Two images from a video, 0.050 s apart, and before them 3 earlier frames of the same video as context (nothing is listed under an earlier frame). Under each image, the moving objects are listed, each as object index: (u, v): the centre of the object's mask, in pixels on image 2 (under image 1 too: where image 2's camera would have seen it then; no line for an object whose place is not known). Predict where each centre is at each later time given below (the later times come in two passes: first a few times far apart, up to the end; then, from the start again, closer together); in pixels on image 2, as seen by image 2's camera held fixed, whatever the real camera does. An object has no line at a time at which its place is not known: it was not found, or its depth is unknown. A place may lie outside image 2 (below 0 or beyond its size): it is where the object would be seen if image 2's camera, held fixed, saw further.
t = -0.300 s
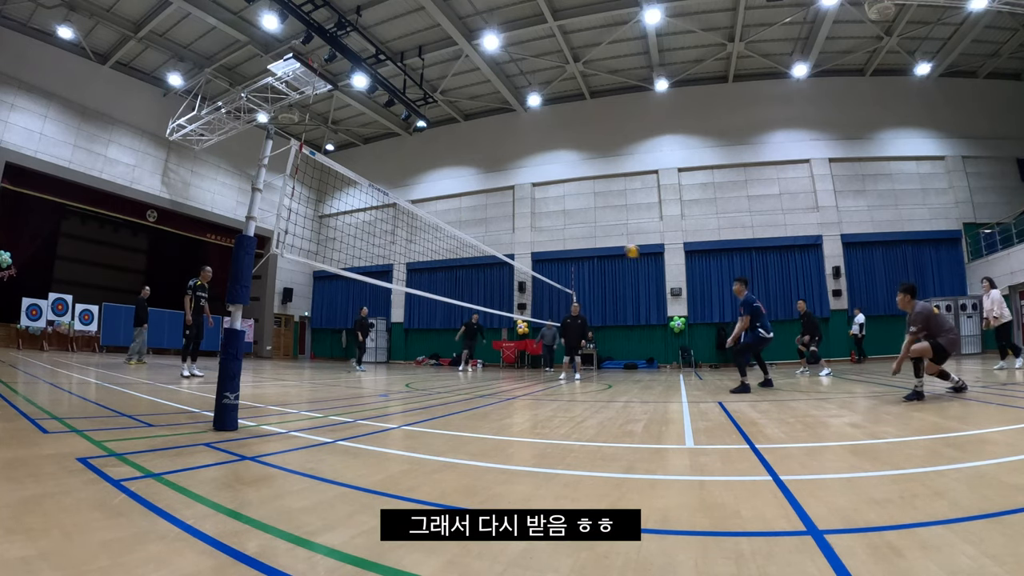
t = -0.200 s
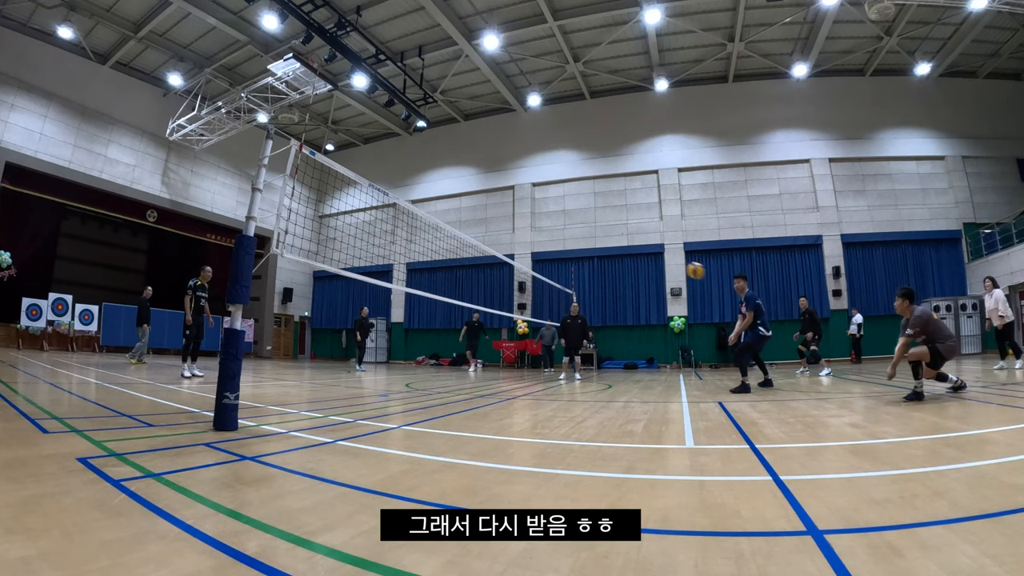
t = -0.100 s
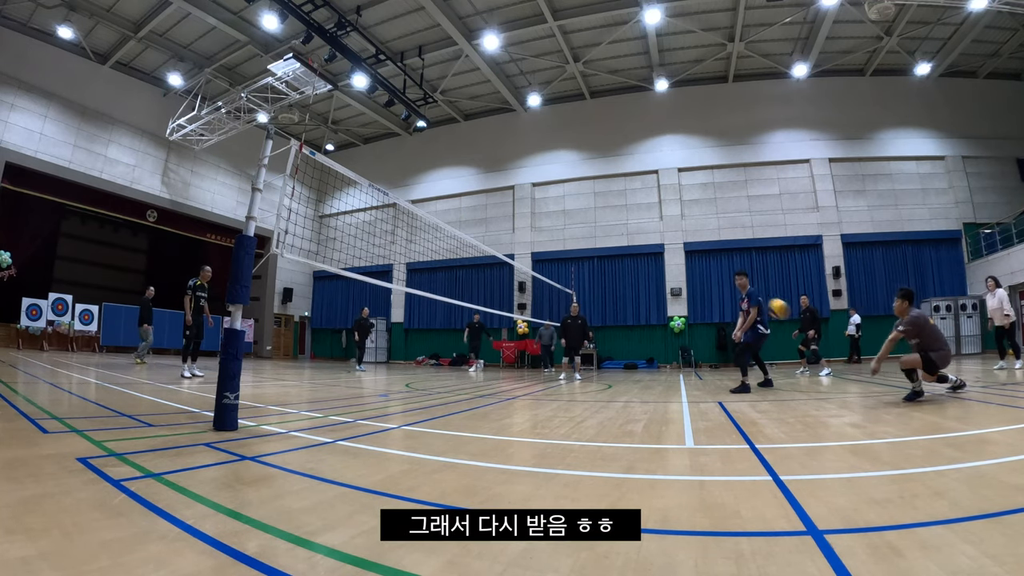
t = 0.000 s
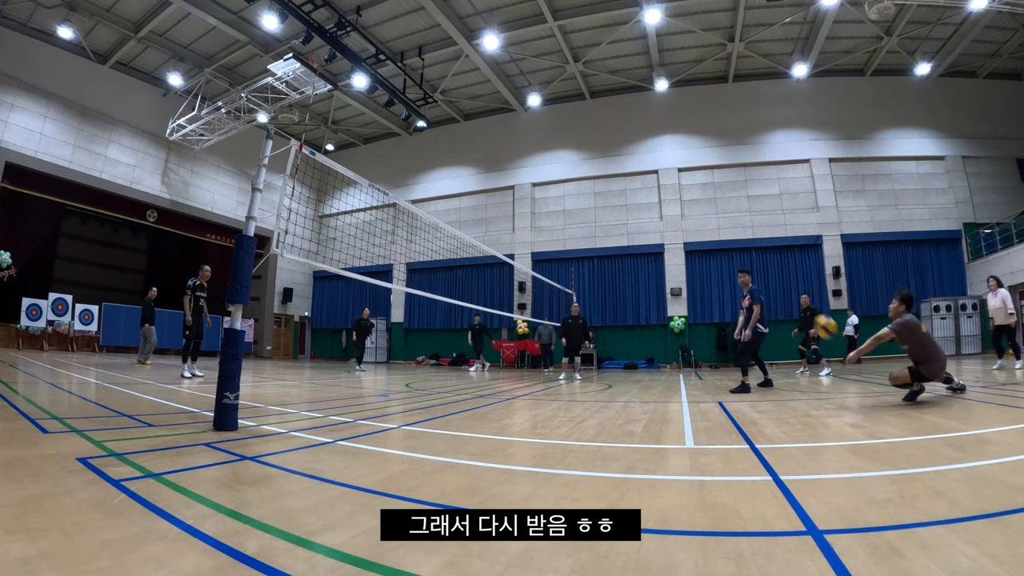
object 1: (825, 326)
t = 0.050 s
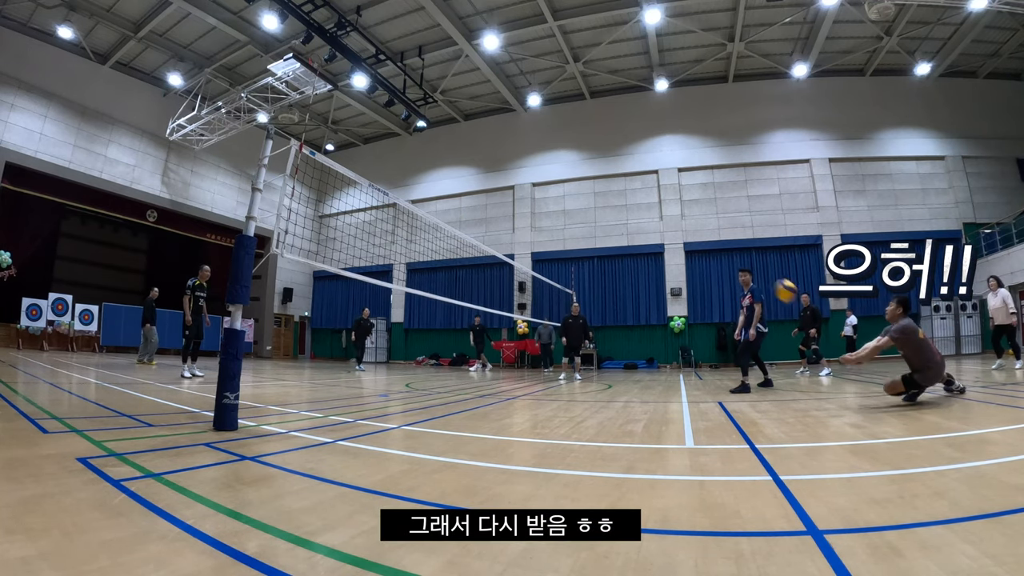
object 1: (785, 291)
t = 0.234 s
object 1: (657, 197)
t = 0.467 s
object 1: (541, 148)
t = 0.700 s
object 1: (462, 142)
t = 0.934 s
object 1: (404, 162)
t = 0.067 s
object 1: (772, 280)
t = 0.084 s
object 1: (759, 269)
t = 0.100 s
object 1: (747, 259)
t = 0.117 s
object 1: (735, 250)
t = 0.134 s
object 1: (723, 241)
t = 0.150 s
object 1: (712, 233)
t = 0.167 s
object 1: (700, 224)
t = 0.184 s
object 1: (689, 217)
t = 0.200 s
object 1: (678, 210)
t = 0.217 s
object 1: (667, 204)
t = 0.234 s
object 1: (657, 197)
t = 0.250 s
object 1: (647, 192)
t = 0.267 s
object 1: (637, 187)
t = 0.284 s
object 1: (628, 182)
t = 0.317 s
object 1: (610, 173)
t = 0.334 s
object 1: (601, 169)
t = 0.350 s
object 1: (593, 165)
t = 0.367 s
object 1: (585, 162)
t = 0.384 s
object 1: (577, 159)
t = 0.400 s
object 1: (569, 156)
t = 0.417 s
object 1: (562, 154)
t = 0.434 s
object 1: (555, 152)
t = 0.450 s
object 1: (548, 150)
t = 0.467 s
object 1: (541, 148)
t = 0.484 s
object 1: (534, 146)
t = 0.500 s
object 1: (528, 145)
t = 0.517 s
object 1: (521, 144)
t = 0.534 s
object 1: (515, 143)
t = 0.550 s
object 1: (509, 142)
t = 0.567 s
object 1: (504, 142)
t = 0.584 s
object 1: (498, 142)
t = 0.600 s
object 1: (493, 141)
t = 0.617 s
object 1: (487, 141)
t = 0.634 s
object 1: (482, 141)
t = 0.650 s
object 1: (477, 141)
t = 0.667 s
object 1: (472, 141)
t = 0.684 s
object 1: (467, 142)
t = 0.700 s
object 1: (462, 142)
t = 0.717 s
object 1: (457, 143)
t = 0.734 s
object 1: (453, 144)
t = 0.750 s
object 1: (448, 145)
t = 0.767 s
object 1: (444, 146)
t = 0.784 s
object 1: (440, 147)
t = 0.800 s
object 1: (436, 148)
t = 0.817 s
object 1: (432, 150)
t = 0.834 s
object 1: (427, 151)
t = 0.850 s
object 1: (423, 153)
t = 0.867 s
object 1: (419, 155)
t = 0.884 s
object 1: (416, 156)
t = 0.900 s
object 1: (412, 158)
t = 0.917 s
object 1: (408, 160)
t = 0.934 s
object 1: (404, 162)
